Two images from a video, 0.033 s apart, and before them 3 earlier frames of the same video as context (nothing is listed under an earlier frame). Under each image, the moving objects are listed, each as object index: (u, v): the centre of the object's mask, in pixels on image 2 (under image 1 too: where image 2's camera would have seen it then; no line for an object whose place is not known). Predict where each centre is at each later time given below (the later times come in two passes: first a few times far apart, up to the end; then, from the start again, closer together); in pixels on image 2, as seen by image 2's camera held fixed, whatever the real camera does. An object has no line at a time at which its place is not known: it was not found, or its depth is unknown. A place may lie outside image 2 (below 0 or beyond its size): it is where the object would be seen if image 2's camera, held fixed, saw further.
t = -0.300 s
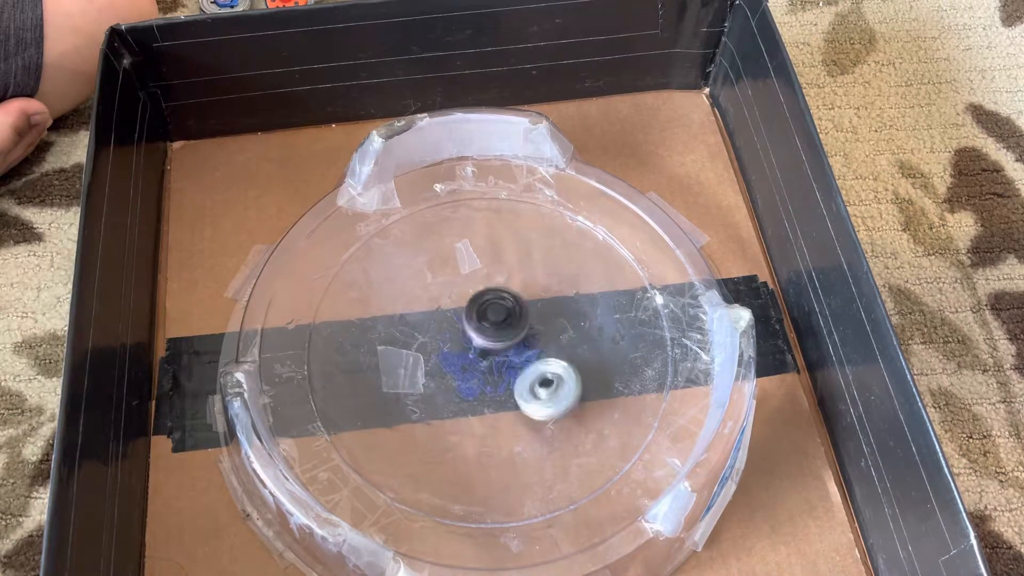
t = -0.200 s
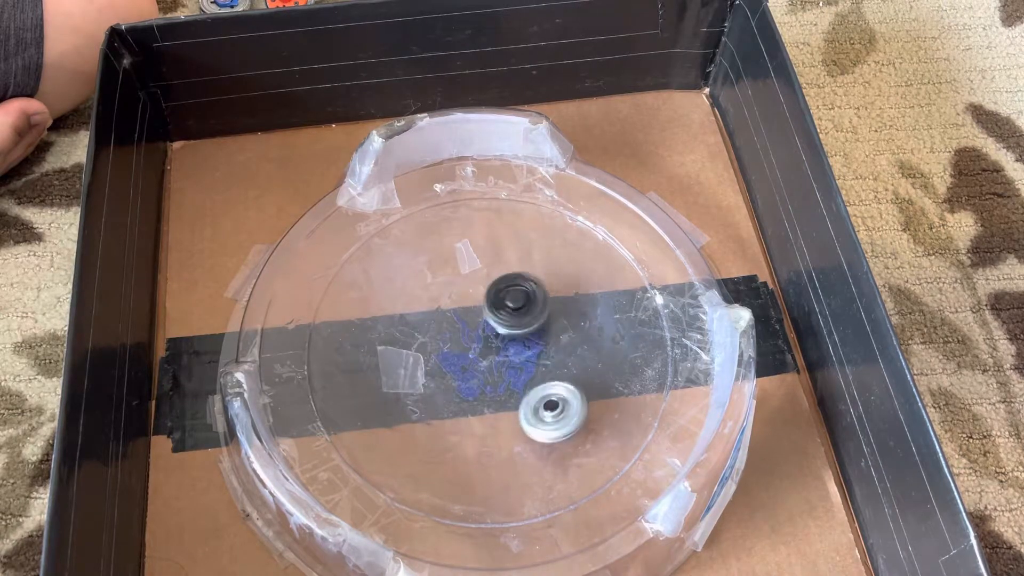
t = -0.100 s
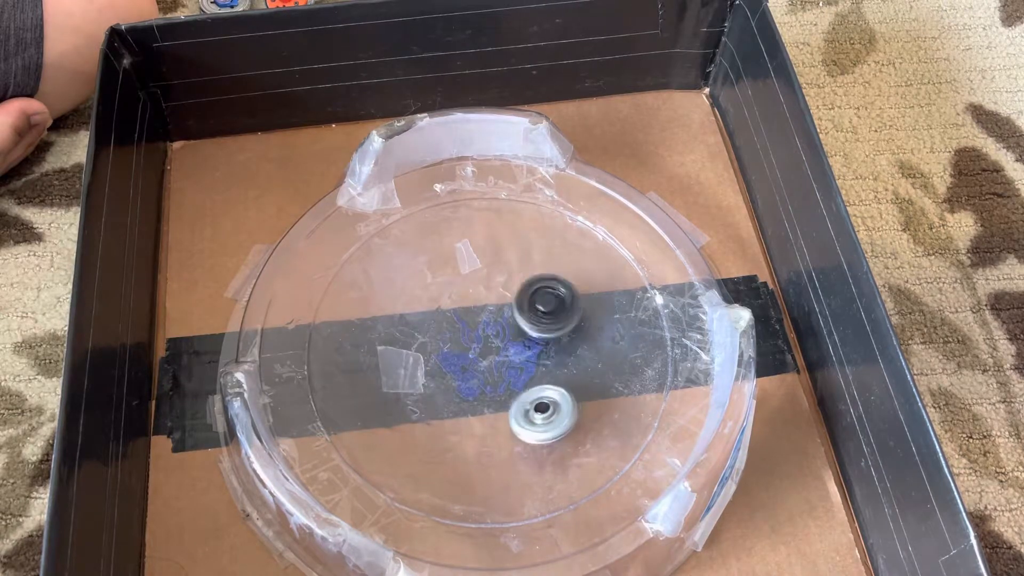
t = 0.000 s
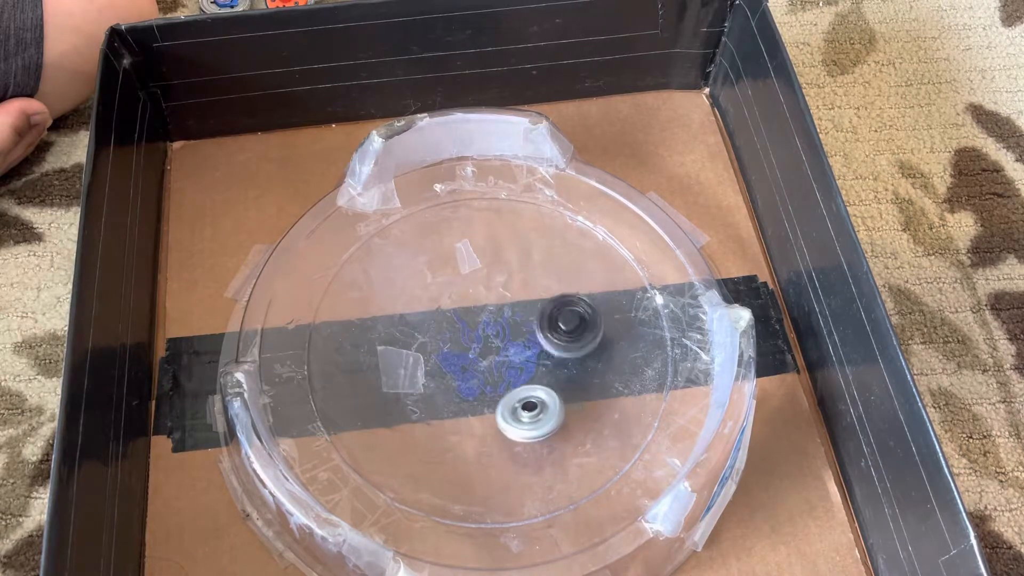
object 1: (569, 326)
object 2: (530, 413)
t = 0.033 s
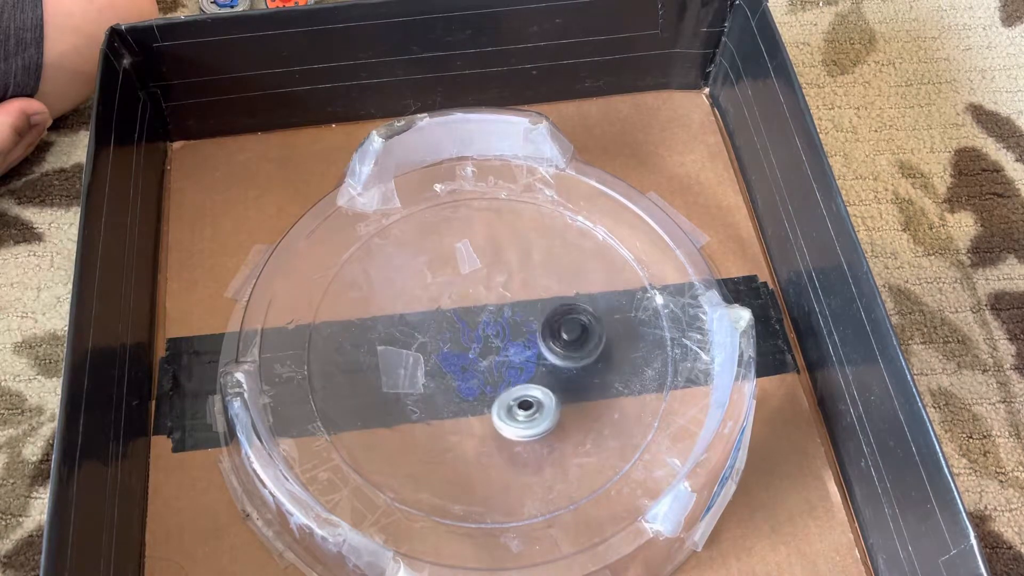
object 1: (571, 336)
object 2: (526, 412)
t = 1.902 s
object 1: (492, 324)
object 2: (539, 288)
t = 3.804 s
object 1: (513, 306)
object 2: (456, 372)
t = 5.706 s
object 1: (511, 395)
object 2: (439, 350)
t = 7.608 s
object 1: (503, 316)
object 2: (463, 424)
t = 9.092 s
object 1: (503, 321)
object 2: (520, 409)
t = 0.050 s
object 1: (571, 340)
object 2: (523, 412)
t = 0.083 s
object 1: (568, 351)
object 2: (519, 410)
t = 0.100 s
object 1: (564, 355)
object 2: (516, 410)
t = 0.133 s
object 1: (558, 363)
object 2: (510, 409)
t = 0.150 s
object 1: (557, 364)
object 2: (505, 411)
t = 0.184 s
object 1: (551, 365)
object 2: (494, 413)
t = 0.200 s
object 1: (548, 365)
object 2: (489, 414)
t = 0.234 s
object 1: (537, 366)
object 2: (482, 414)
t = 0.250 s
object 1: (531, 365)
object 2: (480, 413)
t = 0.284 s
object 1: (520, 363)
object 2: (476, 411)
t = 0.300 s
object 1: (513, 361)
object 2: (474, 410)
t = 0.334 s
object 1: (504, 357)
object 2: (470, 407)
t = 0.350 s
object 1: (500, 352)
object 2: (468, 406)
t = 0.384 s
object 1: (490, 346)
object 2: (465, 403)
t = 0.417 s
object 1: (481, 337)
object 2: (463, 400)
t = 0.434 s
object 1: (478, 331)
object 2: (461, 399)
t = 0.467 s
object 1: (472, 322)
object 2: (458, 395)
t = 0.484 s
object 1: (471, 317)
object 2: (457, 393)
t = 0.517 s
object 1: (468, 307)
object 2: (455, 390)
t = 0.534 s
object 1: (466, 302)
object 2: (453, 389)
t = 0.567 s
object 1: (466, 293)
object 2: (451, 385)
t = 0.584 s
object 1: (466, 288)
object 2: (450, 383)
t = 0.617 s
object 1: (469, 280)
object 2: (448, 379)
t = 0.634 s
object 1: (471, 277)
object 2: (447, 377)
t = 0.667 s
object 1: (477, 270)
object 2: (446, 373)
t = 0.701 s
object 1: (483, 267)
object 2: (444, 368)
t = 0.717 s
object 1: (486, 267)
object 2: (444, 366)
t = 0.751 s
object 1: (493, 267)
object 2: (444, 362)
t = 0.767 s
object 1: (497, 268)
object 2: (443, 359)
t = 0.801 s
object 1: (504, 274)
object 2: (443, 355)
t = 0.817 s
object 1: (507, 277)
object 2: (443, 352)
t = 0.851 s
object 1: (511, 286)
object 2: (443, 347)
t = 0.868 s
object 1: (513, 291)
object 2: (443, 345)
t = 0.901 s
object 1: (514, 302)
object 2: (443, 341)
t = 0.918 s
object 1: (514, 308)
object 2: (444, 339)
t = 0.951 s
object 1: (511, 320)
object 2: (445, 336)
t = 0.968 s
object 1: (508, 326)
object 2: (445, 334)
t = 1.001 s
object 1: (514, 338)
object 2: (435, 326)
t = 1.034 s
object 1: (525, 353)
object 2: (423, 317)
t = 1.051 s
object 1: (528, 358)
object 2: (418, 313)
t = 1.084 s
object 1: (527, 370)
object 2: (411, 305)
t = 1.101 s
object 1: (526, 376)
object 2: (409, 300)
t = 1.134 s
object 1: (520, 385)
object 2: (406, 294)
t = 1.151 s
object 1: (517, 391)
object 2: (405, 293)
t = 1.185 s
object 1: (505, 404)
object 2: (408, 290)
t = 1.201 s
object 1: (500, 409)
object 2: (410, 290)
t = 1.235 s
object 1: (489, 415)
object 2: (413, 289)
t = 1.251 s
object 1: (483, 417)
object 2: (415, 289)
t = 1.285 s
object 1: (471, 420)
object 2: (420, 289)
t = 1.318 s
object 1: (459, 420)
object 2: (424, 290)
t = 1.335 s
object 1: (452, 419)
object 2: (427, 290)
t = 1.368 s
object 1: (441, 415)
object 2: (432, 291)
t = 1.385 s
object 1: (435, 412)
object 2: (434, 291)
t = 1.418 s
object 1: (425, 404)
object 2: (439, 292)
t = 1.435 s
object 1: (421, 400)
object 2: (442, 292)
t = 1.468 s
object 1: (416, 390)
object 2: (446, 293)
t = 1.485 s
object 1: (415, 384)
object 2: (449, 293)
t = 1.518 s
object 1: (416, 372)
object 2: (454, 293)
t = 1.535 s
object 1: (416, 367)
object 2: (456, 294)
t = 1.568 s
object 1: (421, 353)
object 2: (461, 295)
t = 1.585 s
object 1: (423, 347)
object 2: (463, 295)
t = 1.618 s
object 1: (429, 337)
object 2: (470, 295)
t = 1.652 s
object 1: (434, 332)
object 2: (478, 292)
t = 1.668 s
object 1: (437, 329)
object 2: (482, 291)
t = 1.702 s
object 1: (444, 325)
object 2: (490, 289)
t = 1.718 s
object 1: (447, 324)
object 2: (494, 288)
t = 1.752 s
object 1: (455, 322)
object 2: (502, 287)
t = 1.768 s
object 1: (459, 321)
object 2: (505, 287)
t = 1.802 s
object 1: (467, 321)
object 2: (513, 285)
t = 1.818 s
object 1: (471, 321)
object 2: (517, 285)
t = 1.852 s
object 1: (480, 321)
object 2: (526, 285)
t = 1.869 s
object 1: (483, 322)
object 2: (530, 286)
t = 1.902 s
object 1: (492, 324)
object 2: (539, 288)
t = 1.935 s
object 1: (501, 328)
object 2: (546, 291)
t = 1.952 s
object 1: (506, 330)
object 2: (549, 292)
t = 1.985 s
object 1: (513, 335)
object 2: (556, 297)
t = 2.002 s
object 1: (516, 339)
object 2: (559, 299)
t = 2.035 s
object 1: (521, 346)
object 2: (564, 305)
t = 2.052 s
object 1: (522, 350)
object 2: (567, 309)
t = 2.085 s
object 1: (525, 358)
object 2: (572, 315)
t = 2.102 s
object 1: (526, 362)
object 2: (575, 319)
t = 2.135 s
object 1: (525, 371)
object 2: (580, 326)
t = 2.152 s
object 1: (523, 375)
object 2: (582, 330)
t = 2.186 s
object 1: (517, 382)
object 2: (586, 337)
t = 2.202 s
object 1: (513, 384)
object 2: (589, 341)
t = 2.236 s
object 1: (505, 388)
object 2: (593, 349)
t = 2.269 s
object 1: (496, 390)
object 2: (597, 356)
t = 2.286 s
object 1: (492, 390)
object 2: (598, 359)
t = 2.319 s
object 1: (481, 389)
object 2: (601, 365)
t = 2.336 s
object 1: (477, 387)
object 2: (602, 368)
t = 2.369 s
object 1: (469, 381)
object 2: (604, 373)
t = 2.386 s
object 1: (465, 377)
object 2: (604, 376)
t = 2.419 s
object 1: (459, 369)
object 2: (604, 379)
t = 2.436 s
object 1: (457, 365)
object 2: (604, 381)
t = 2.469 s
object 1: (453, 355)
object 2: (602, 383)
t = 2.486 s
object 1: (452, 349)
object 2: (601, 384)
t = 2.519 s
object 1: (453, 338)
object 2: (597, 385)
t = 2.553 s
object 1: (455, 327)
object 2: (593, 385)
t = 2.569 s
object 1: (458, 323)
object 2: (590, 385)
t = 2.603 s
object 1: (464, 315)
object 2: (583, 385)
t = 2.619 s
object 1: (468, 311)
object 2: (579, 385)
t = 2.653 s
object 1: (476, 304)
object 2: (571, 384)
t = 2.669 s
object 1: (481, 301)
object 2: (567, 384)
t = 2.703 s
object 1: (491, 297)
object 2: (558, 383)
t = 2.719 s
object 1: (496, 296)
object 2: (554, 383)
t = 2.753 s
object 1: (506, 295)
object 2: (545, 382)
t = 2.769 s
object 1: (512, 296)
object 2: (541, 382)
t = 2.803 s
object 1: (522, 299)
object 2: (532, 383)
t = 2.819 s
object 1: (526, 301)
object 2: (527, 383)
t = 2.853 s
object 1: (534, 308)
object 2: (517, 386)
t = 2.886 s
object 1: (539, 315)
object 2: (507, 389)
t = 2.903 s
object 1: (542, 319)
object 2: (501, 391)
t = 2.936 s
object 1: (544, 329)
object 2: (490, 396)
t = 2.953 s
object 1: (544, 335)
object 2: (484, 399)
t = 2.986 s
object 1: (543, 345)
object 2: (473, 406)
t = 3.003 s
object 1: (540, 350)
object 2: (468, 410)
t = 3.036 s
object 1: (534, 359)
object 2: (458, 417)
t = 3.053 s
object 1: (531, 364)
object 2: (453, 421)
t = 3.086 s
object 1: (522, 372)
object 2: (445, 429)
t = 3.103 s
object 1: (517, 374)
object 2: (442, 433)
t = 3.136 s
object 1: (505, 379)
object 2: (436, 441)
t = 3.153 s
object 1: (499, 381)
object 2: (434, 444)
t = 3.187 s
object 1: (487, 382)
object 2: (432, 450)
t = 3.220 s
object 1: (475, 383)
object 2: (431, 453)
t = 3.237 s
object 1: (469, 381)
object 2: (432, 454)
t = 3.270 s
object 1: (458, 377)
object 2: (432, 454)
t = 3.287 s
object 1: (453, 375)
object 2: (432, 454)
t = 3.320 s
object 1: (443, 368)
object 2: (433, 452)
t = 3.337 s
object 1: (439, 365)
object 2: (434, 451)
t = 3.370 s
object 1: (433, 357)
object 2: (436, 448)
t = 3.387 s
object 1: (430, 351)
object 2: (437, 446)
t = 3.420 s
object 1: (426, 341)
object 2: (439, 441)
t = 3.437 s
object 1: (425, 337)
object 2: (440, 439)
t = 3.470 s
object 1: (424, 326)
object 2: (442, 433)
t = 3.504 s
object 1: (427, 317)
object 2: (445, 426)
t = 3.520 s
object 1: (430, 312)
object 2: (446, 422)
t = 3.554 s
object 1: (436, 304)
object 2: (448, 415)
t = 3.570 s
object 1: (440, 301)
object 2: (450, 411)
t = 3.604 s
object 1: (449, 296)
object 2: (452, 404)
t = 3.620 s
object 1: (454, 293)
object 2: (453, 401)
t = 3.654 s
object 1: (465, 290)
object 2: (455, 394)
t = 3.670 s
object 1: (470, 290)
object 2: (455, 391)
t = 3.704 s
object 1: (482, 291)
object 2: (456, 385)
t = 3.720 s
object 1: (487, 292)
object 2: (457, 383)
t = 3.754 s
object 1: (498, 295)
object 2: (457, 378)
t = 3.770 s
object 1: (504, 299)
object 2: (456, 376)
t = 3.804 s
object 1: (513, 306)
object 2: (456, 372)
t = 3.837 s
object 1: (521, 314)
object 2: (455, 368)
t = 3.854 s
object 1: (523, 318)
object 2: (454, 367)
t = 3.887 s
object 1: (528, 328)
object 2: (454, 363)
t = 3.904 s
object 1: (530, 333)
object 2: (454, 361)
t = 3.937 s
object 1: (533, 344)
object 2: (454, 357)
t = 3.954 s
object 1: (534, 349)
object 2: (454, 355)
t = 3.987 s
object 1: (534, 361)
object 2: (454, 350)
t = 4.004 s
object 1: (534, 365)
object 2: (455, 348)
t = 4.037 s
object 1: (529, 376)
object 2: (456, 342)
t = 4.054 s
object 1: (527, 380)
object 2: (457, 339)
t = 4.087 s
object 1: (520, 389)
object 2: (458, 332)
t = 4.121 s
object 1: (511, 396)
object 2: (459, 324)
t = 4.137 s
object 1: (507, 399)
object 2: (460, 321)
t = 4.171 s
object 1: (496, 403)
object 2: (461, 316)
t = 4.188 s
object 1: (492, 405)
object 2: (462, 314)
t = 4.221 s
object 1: (479, 406)
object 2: (463, 310)
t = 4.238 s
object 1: (473, 405)
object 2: (464, 308)
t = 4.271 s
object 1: (462, 401)
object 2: (465, 305)
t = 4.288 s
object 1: (456, 399)
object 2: (466, 304)
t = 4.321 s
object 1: (448, 393)
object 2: (468, 301)
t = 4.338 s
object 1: (444, 388)
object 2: (469, 301)
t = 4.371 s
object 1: (438, 378)
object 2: (471, 299)
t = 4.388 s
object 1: (435, 375)
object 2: (472, 299)
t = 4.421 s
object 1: (433, 364)
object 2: (474, 298)
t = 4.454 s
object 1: (433, 352)
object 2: (476, 297)
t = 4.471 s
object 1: (434, 345)
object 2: (478, 296)
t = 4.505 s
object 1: (436, 335)
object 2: (481, 295)
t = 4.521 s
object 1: (437, 331)
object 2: (482, 294)
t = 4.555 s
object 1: (432, 332)
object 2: (490, 282)
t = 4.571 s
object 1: (428, 336)
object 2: (495, 275)
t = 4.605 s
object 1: (422, 341)
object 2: (504, 263)
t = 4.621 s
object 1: (418, 344)
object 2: (508, 258)
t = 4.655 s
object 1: (411, 344)
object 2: (514, 250)
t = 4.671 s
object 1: (408, 344)
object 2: (516, 246)
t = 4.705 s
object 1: (402, 342)
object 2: (518, 242)
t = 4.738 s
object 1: (400, 341)
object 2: (519, 242)
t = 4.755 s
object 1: (399, 340)
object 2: (518, 243)
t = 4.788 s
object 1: (401, 338)
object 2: (518, 246)
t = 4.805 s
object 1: (404, 338)
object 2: (517, 247)
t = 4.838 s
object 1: (410, 337)
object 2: (517, 250)
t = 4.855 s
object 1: (414, 337)
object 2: (517, 252)
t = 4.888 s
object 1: (423, 337)
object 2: (517, 256)
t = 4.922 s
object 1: (427, 338)
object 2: (516, 258)
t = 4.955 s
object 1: (439, 342)
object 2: (516, 262)
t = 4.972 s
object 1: (444, 343)
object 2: (516, 264)
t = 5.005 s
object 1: (452, 348)
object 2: (515, 268)
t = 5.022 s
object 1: (458, 350)
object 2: (515, 270)
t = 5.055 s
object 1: (467, 356)
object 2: (514, 274)
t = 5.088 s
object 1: (477, 362)
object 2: (513, 278)
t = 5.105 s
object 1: (480, 366)
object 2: (512, 281)
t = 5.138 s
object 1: (488, 373)
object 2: (511, 285)
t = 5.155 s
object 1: (493, 376)
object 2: (511, 286)
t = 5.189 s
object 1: (499, 382)
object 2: (510, 290)
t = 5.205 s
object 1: (502, 385)
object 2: (509, 292)
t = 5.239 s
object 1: (507, 392)
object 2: (507, 295)
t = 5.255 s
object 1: (510, 395)
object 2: (507, 297)
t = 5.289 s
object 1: (514, 403)
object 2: (505, 300)
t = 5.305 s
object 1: (515, 405)
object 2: (504, 302)
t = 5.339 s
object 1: (516, 411)
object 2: (501, 307)
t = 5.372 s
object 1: (516, 415)
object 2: (498, 313)
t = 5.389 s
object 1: (515, 417)
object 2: (496, 316)
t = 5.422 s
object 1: (513, 418)
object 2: (492, 323)
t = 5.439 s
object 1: (511, 418)
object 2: (490, 327)
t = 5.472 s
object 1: (508, 415)
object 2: (486, 335)
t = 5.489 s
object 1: (506, 414)
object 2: (483, 339)
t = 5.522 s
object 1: (502, 408)
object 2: (478, 348)
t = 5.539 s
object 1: (502, 405)
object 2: (475, 352)
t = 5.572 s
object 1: (502, 404)
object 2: (468, 352)
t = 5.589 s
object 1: (502, 404)
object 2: (464, 353)
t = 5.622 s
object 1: (502, 400)
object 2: (459, 354)
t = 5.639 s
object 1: (502, 397)
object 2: (456, 355)
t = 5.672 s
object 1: (506, 397)
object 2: (448, 352)
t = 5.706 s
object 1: (511, 395)
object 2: (439, 350)
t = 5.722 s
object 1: (515, 394)
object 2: (435, 350)
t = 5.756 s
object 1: (519, 391)
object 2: (427, 351)
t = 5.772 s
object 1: (520, 390)
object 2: (424, 352)
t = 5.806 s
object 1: (523, 386)
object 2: (418, 355)
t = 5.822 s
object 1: (525, 384)
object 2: (415, 357)
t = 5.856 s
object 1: (528, 380)
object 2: (412, 359)
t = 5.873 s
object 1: (529, 378)
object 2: (412, 360)
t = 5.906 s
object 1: (531, 373)
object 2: (411, 361)
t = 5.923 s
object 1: (533, 370)
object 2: (411, 361)
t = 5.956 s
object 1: (535, 365)
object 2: (410, 362)
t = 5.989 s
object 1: (537, 360)
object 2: (410, 362)
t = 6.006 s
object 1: (538, 357)
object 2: (410, 362)
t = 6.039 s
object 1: (540, 351)
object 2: (409, 362)
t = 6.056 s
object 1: (541, 349)
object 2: (409, 362)
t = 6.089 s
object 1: (542, 344)
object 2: (410, 363)
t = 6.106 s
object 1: (542, 341)
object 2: (410, 363)
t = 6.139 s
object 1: (542, 337)
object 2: (411, 363)
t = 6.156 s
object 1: (542, 334)
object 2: (411, 363)
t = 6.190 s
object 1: (542, 330)
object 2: (412, 362)
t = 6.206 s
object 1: (542, 328)
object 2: (412, 362)
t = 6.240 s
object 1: (540, 324)
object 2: (412, 361)
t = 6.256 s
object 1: (540, 322)
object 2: (412, 360)
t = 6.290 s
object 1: (537, 318)
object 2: (413, 360)
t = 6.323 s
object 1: (534, 316)
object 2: (415, 359)
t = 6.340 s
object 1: (532, 316)
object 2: (415, 358)
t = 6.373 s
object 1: (528, 313)
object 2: (417, 357)
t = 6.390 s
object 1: (526, 313)
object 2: (417, 356)
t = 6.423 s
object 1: (521, 311)
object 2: (418, 355)
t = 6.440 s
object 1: (518, 310)
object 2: (419, 354)
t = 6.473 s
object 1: (513, 309)
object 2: (421, 353)
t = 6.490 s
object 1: (510, 309)
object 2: (422, 353)
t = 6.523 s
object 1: (504, 307)
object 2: (423, 352)
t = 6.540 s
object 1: (502, 307)
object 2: (424, 351)
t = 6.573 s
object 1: (496, 306)
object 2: (426, 351)
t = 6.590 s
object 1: (494, 305)
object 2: (427, 350)
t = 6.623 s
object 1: (489, 303)
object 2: (430, 350)
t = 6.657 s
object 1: (484, 302)
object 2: (432, 349)
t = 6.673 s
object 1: (482, 301)
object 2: (433, 349)
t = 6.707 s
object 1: (485, 292)
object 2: (428, 357)
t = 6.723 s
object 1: (486, 290)
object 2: (426, 361)
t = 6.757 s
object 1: (489, 285)
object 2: (426, 366)
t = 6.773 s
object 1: (491, 284)
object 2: (427, 367)
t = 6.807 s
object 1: (494, 283)
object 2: (430, 368)
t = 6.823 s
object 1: (497, 282)
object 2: (431, 369)
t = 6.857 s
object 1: (501, 284)
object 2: (434, 370)
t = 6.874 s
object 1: (502, 285)
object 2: (435, 370)
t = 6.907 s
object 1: (506, 290)
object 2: (438, 371)
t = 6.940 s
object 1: (507, 296)
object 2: (441, 372)
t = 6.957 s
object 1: (507, 300)
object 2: (442, 373)
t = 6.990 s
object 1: (506, 308)
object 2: (445, 374)
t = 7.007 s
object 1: (505, 312)
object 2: (446, 374)
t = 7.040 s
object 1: (501, 321)
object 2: (448, 375)
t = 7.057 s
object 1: (498, 325)
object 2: (450, 376)
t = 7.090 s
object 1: (499, 326)
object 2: (447, 382)
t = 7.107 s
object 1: (499, 325)
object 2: (446, 385)
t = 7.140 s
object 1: (501, 327)
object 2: (445, 391)
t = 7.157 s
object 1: (501, 328)
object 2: (446, 394)
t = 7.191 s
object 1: (501, 330)
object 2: (449, 397)
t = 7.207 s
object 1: (501, 333)
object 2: (450, 398)
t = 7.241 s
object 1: (499, 336)
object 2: (453, 399)
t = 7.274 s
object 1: (497, 338)
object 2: (456, 401)
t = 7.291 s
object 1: (495, 340)
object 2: (457, 401)
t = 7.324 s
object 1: (492, 343)
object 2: (459, 403)
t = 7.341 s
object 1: (491, 342)
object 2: (458, 405)
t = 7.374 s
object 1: (491, 336)
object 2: (455, 413)
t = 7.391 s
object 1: (491, 333)
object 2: (455, 416)
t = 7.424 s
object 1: (492, 329)
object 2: (456, 419)
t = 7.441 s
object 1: (492, 327)
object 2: (456, 420)
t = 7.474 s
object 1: (494, 323)
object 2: (458, 421)
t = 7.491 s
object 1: (496, 322)
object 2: (459, 421)
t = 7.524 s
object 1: (498, 319)
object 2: (460, 422)
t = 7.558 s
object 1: (499, 317)
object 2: (461, 423)
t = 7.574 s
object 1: (501, 316)
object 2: (462, 424)
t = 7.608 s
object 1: (503, 316)
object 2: (463, 424)
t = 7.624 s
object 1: (505, 316)
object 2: (464, 424)
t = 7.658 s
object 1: (506, 316)
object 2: (465, 425)
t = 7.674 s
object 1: (506, 317)
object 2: (465, 425)
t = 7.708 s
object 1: (507, 319)
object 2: (466, 425)
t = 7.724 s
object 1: (507, 320)
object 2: (466, 426)
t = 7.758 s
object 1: (506, 323)
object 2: (467, 426)
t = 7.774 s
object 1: (505, 326)
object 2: (467, 426)
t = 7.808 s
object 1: (503, 328)
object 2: (468, 425)
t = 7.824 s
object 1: (501, 330)
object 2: (468, 425)
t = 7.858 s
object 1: (498, 334)
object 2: (469, 425)
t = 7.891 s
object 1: (494, 336)
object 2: (470, 424)
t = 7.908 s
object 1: (492, 337)
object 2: (470, 424)
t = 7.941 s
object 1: (485, 340)
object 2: (470, 423)
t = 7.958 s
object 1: (483, 340)
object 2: (470, 422)
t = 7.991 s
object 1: (478, 341)
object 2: (471, 421)
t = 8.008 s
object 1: (475, 340)
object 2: (471, 420)
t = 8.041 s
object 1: (469, 340)
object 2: (472, 418)
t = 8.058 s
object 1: (467, 339)
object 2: (472, 417)
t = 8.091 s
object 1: (463, 338)
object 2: (473, 415)
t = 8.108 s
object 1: (462, 338)
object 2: (473, 414)
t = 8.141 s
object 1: (459, 336)
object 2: (474, 412)
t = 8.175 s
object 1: (456, 334)
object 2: (475, 410)
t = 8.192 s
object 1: (456, 334)
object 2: (476, 408)
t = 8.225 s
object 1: (454, 332)
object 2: (477, 406)
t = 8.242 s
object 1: (455, 332)
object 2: (477, 405)
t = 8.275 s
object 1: (454, 330)
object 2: (478, 402)
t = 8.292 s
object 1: (455, 330)
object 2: (479, 401)
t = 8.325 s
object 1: (457, 329)
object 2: (480, 399)
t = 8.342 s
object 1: (458, 329)
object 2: (481, 398)
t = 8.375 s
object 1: (461, 330)
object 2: (482, 396)
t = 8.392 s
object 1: (462, 329)
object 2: (482, 395)
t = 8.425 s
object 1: (466, 329)
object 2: (484, 395)
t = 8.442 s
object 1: (466, 329)
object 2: (485, 395)
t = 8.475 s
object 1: (470, 328)
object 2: (487, 393)
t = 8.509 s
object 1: (472, 323)
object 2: (491, 397)
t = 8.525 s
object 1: (473, 320)
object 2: (492, 399)
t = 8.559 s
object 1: (477, 315)
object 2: (495, 401)
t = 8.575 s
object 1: (479, 314)
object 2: (496, 401)
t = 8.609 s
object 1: (483, 310)
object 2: (499, 399)
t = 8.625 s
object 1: (487, 311)
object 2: (500, 399)
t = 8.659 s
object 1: (492, 310)
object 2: (502, 398)
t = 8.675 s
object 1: (495, 310)
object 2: (503, 397)
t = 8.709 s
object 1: (500, 312)
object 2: (505, 396)
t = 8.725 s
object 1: (503, 313)
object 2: (506, 396)
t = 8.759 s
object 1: (507, 317)
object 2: (508, 395)
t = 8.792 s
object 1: (508, 322)
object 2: (510, 395)
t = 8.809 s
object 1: (509, 325)
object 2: (511, 394)
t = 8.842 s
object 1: (510, 326)
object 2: (512, 398)
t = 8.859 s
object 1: (510, 323)
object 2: (512, 402)
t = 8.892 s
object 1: (510, 321)
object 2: (513, 407)
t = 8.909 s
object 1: (510, 320)
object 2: (513, 408)
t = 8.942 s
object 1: (510, 320)
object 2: (515, 408)
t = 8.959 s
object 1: (509, 319)
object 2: (515, 408)
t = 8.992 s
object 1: (509, 319)
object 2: (517, 408)
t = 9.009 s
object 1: (508, 319)
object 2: (517, 408)
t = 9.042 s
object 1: (506, 319)
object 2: (519, 408)
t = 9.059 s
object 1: (505, 320)
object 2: (519, 409)
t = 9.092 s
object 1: (503, 321)
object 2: (520, 409)
